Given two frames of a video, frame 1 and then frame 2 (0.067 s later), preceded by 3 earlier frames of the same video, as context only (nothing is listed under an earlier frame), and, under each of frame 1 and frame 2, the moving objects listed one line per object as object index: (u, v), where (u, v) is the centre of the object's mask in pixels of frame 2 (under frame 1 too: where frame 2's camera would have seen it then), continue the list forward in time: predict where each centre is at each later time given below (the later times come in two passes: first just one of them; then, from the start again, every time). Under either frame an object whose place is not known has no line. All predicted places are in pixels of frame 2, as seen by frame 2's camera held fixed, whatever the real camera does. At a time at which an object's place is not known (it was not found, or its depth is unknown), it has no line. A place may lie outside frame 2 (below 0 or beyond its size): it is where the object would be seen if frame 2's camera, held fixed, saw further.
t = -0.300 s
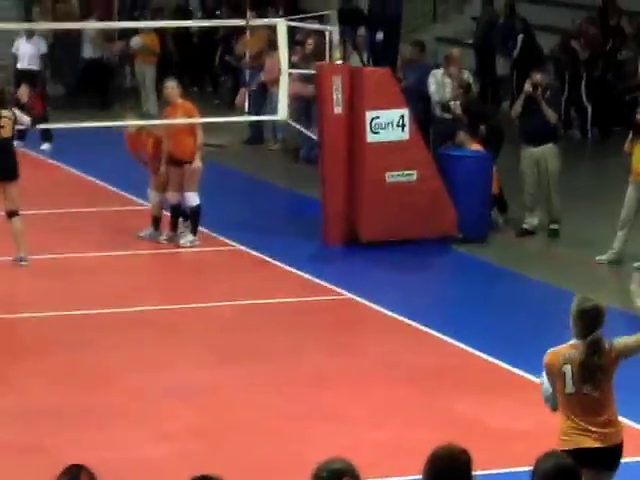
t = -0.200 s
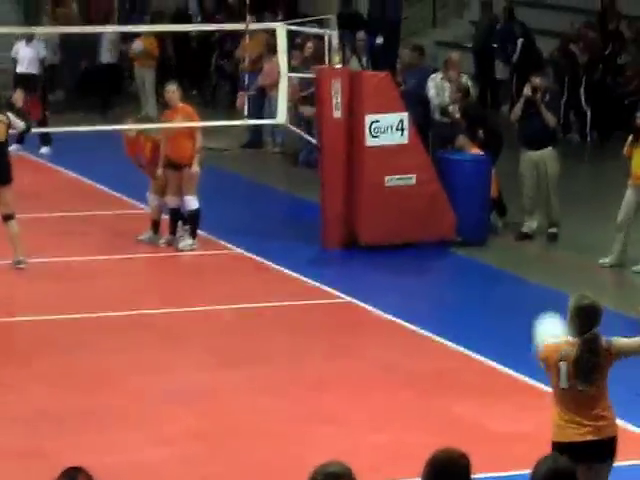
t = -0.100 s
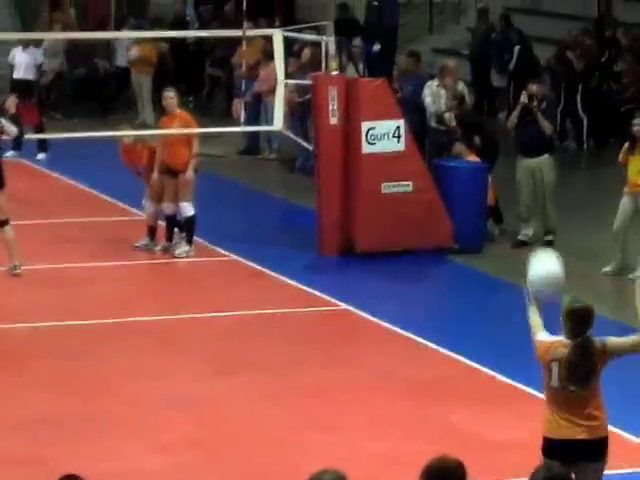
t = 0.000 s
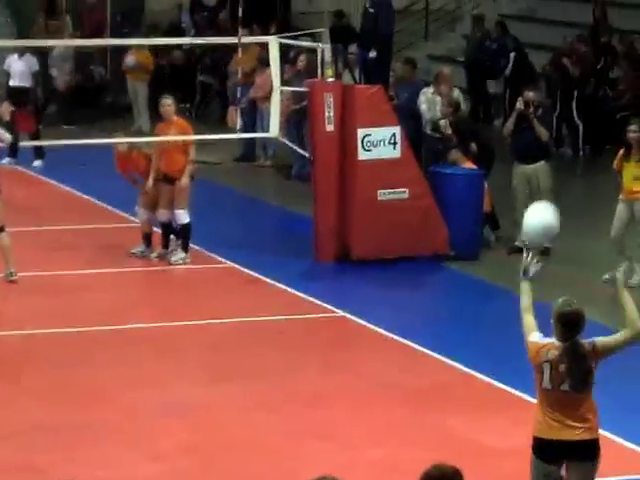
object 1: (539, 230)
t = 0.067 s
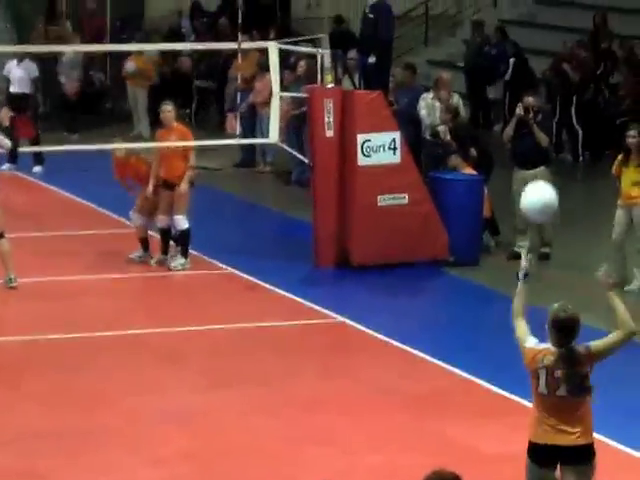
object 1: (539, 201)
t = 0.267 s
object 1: (534, 166)
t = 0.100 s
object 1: (538, 190)
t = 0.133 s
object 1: (538, 182)
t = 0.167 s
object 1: (538, 176)
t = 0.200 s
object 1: (537, 171)
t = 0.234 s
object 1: (535, 167)
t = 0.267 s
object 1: (534, 166)
